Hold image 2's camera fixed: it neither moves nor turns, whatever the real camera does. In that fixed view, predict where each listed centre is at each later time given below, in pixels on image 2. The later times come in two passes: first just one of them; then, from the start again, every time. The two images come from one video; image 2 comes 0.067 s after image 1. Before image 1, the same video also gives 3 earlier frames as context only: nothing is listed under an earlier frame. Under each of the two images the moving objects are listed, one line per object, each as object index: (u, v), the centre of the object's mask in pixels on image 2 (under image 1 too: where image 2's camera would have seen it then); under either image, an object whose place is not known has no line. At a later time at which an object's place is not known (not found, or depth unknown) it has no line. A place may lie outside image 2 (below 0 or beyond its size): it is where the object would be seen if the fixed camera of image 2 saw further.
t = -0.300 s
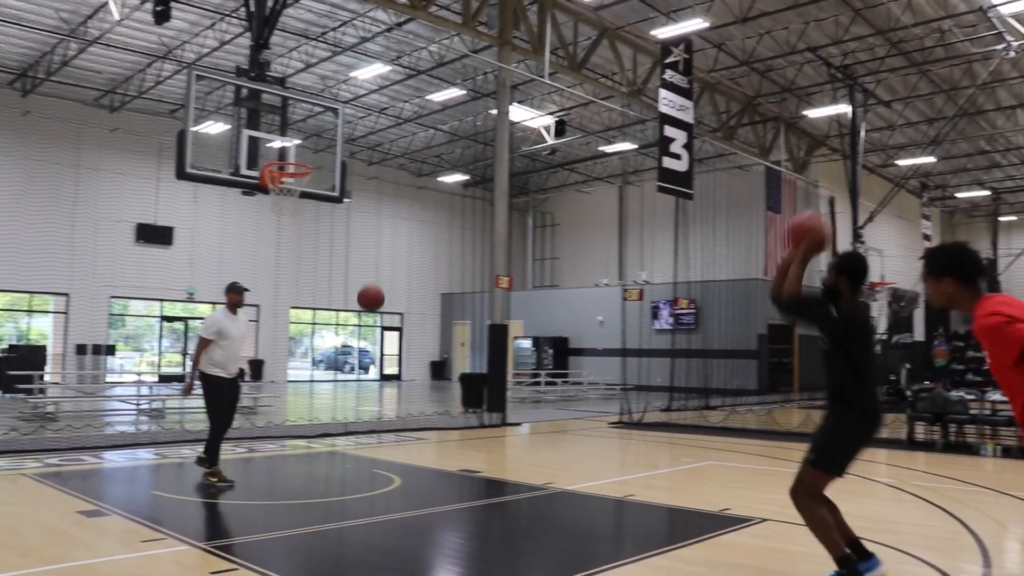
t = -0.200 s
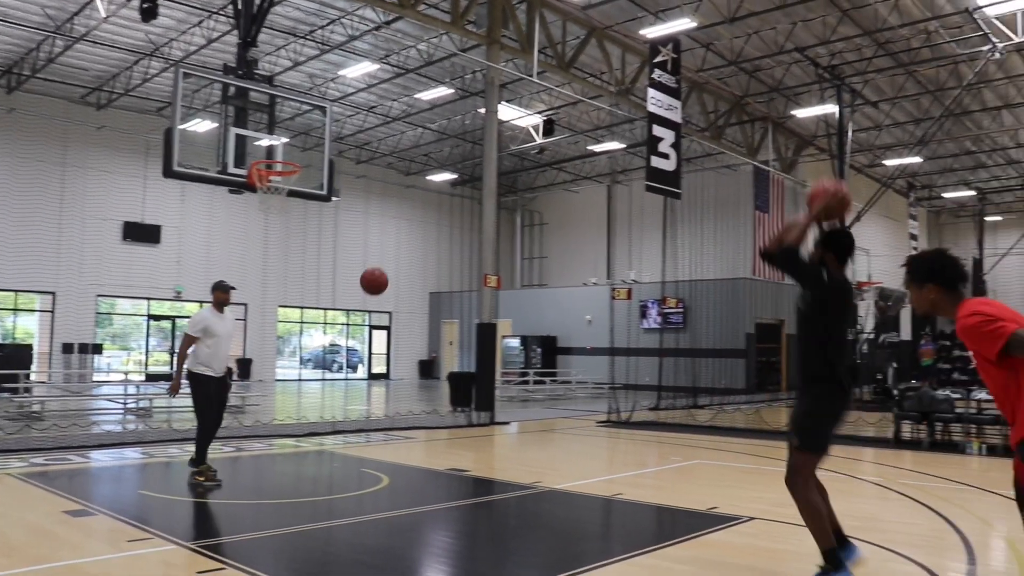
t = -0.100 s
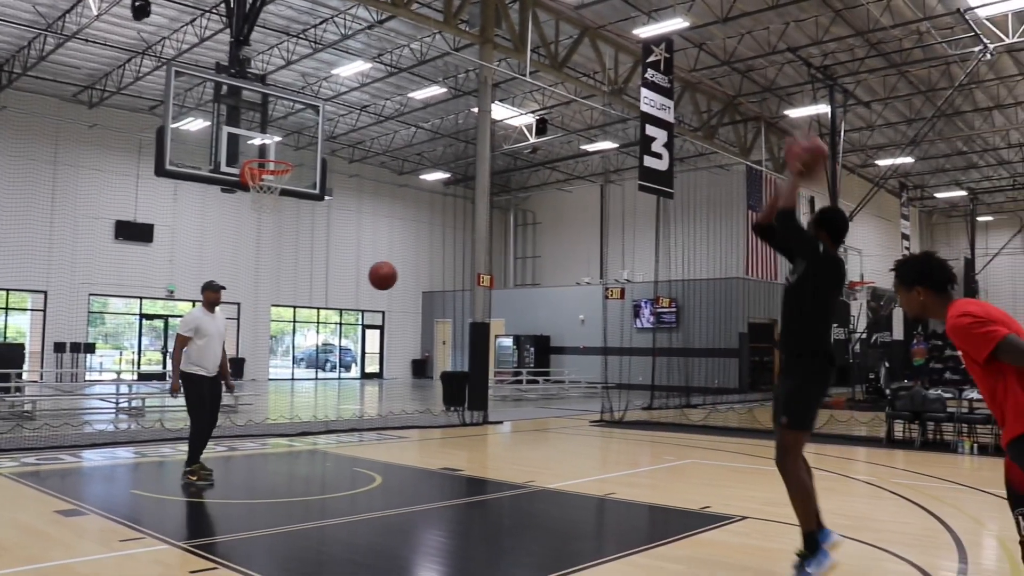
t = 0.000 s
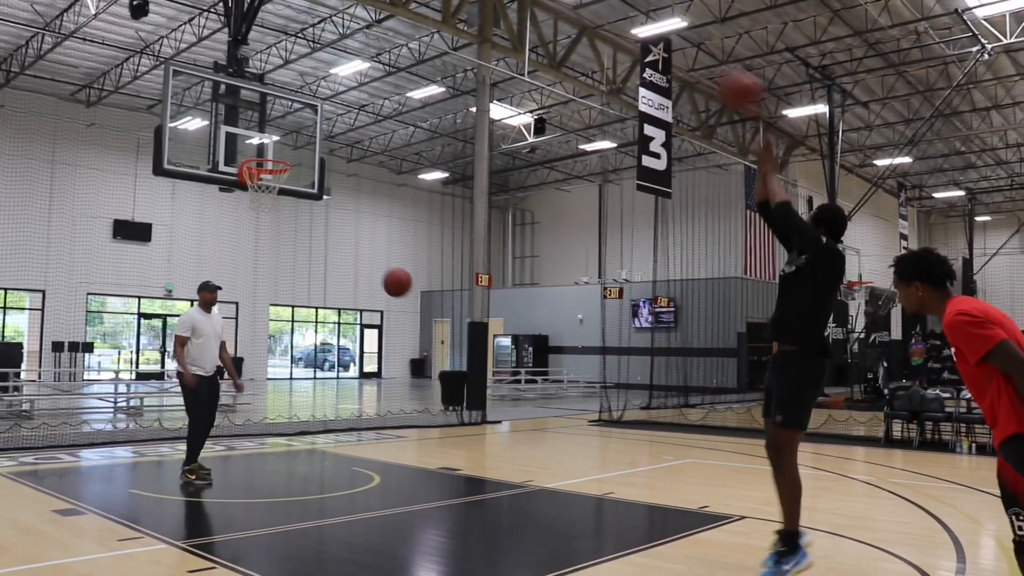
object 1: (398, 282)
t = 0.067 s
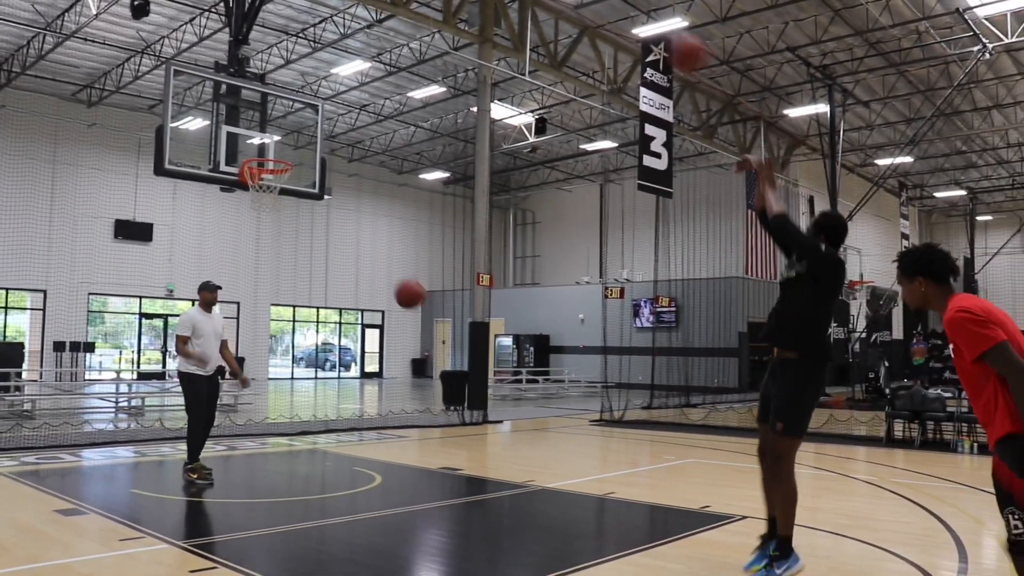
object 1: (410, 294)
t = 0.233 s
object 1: (439, 351)
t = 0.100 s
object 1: (415, 302)
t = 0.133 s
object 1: (421, 313)
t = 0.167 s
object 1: (427, 323)
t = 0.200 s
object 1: (433, 336)
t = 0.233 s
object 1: (439, 351)
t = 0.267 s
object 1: (448, 370)
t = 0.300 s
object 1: (453, 388)
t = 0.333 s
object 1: (455, 403)
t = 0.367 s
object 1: (463, 426)
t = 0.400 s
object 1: (470, 450)
